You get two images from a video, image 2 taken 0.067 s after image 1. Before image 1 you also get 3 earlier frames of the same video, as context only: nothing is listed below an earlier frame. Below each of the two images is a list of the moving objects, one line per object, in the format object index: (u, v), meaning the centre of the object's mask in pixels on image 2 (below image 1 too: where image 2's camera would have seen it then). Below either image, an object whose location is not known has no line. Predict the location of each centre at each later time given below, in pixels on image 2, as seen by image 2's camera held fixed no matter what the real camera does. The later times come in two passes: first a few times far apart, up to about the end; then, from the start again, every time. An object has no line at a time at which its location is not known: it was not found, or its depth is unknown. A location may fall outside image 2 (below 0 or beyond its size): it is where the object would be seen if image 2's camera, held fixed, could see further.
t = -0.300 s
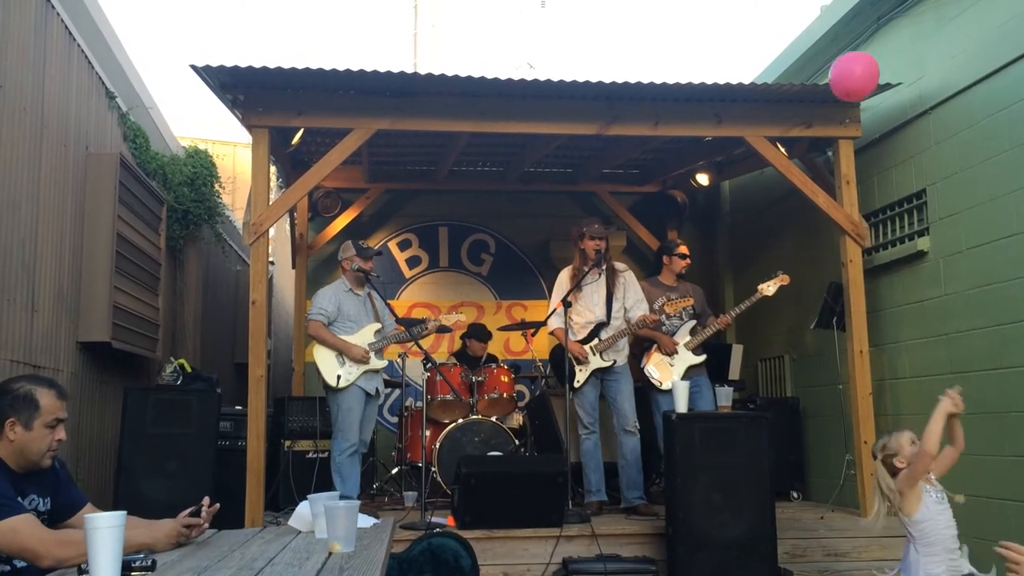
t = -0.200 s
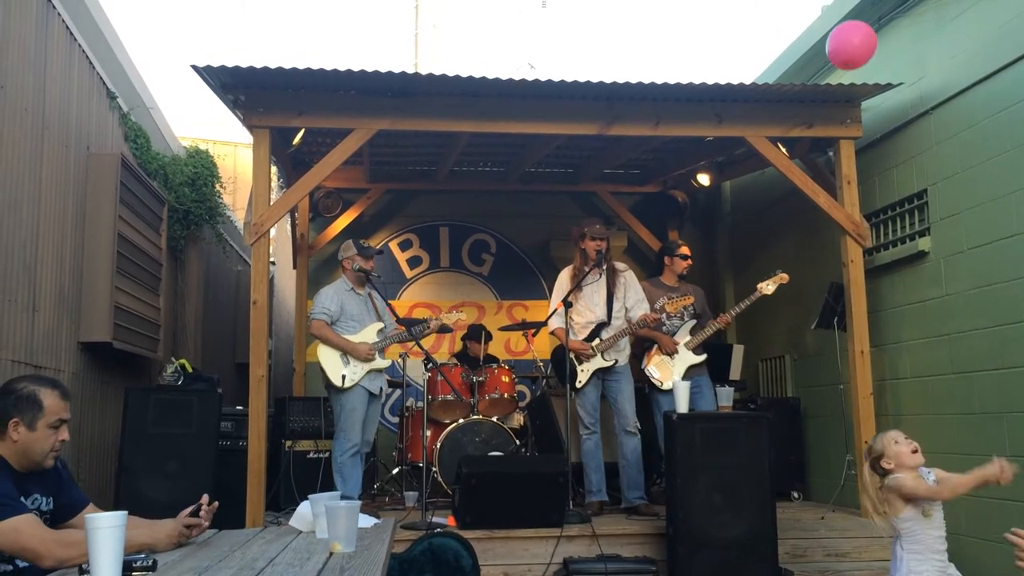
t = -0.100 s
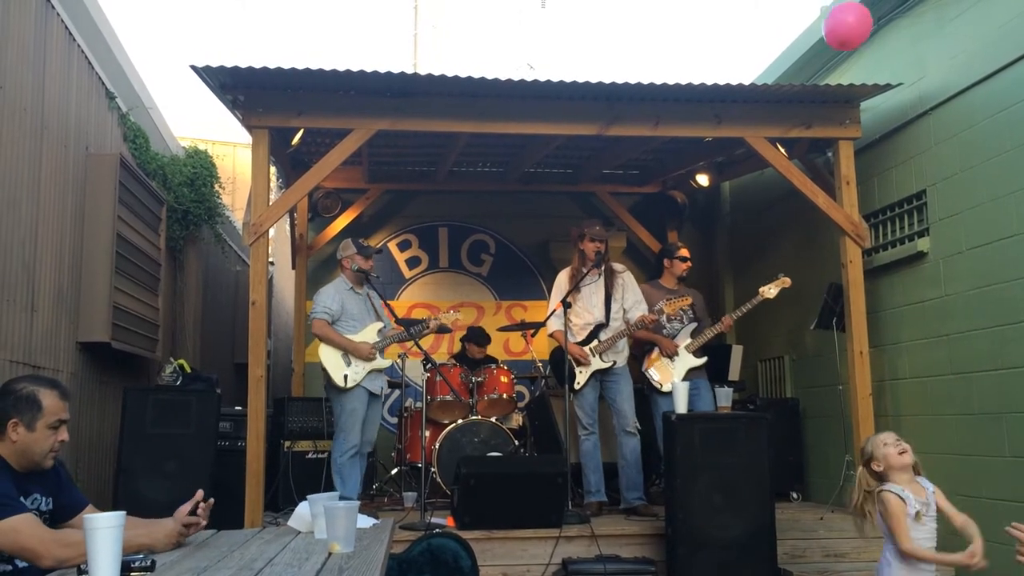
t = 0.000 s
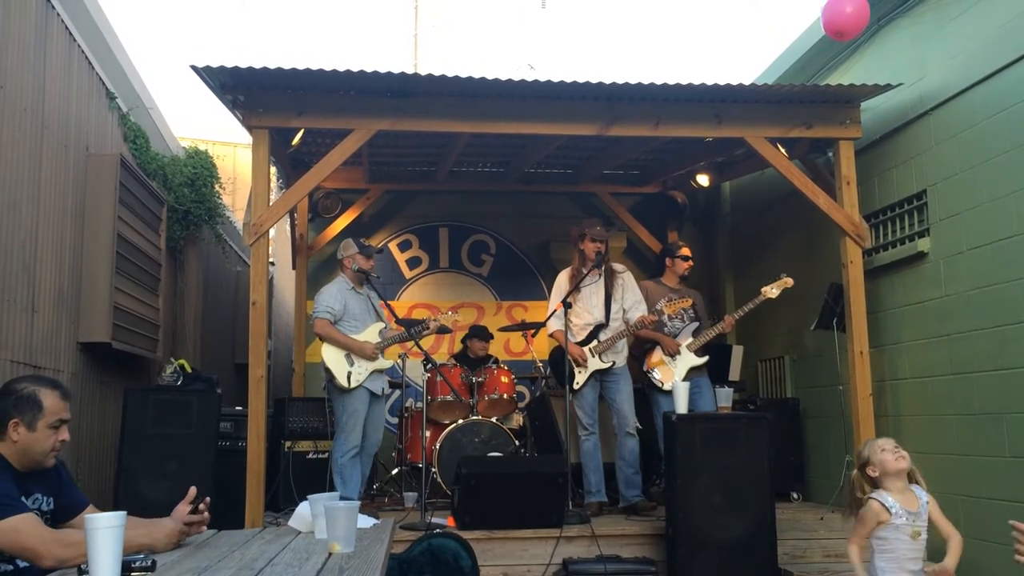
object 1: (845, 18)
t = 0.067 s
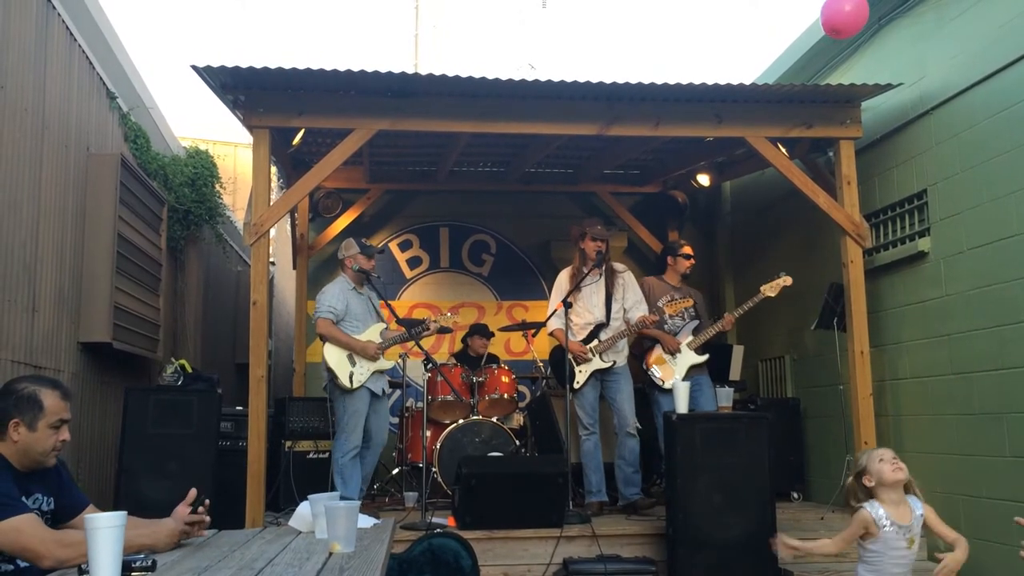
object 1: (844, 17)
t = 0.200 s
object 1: (841, 23)
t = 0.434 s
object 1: (836, 70)
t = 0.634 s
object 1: (840, 127)
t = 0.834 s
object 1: (847, 188)
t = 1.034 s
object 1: (855, 257)
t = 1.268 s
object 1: (881, 347)
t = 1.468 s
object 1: (914, 432)
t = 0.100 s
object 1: (843, 18)
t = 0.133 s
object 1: (842, 19)
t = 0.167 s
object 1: (841, 20)
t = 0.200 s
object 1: (841, 23)
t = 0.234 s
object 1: (840, 27)
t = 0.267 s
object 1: (839, 32)
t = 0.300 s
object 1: (838, 39)
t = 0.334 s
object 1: (838, 45)
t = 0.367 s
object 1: (837, 53)
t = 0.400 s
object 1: (836, 61)
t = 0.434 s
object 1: (836, 70)
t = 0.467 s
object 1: (836, 79)
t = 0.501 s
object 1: (837, 89)
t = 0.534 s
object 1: (837, 98)
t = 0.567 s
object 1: (838, 107)
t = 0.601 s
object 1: (839, 117)
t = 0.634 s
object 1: (840, 127)
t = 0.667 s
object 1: (841, 137)
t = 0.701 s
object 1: (842, 147)
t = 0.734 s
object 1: (844, 158)
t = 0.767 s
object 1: (845, 168)
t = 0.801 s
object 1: (846, 178)
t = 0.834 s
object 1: (847, 188)
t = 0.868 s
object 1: (848, 199)
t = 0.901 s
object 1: (849, 210)
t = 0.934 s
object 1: (850, 222)
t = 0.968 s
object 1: (851, 233)
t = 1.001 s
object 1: (853, 245)
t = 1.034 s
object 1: (855, 257)
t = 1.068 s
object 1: (857, 270)
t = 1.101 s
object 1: (860, 283)
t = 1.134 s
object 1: (864, 295)
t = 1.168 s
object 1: (867, 308)
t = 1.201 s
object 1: (872, 321)
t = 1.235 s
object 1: (876, 334)
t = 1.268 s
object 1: (881, 347)
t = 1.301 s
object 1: (887, 360)
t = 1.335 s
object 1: (892, 373)
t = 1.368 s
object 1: (898, 387)
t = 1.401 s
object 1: (903, 402)
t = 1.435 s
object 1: (909, 416)
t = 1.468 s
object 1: (914, 432)
